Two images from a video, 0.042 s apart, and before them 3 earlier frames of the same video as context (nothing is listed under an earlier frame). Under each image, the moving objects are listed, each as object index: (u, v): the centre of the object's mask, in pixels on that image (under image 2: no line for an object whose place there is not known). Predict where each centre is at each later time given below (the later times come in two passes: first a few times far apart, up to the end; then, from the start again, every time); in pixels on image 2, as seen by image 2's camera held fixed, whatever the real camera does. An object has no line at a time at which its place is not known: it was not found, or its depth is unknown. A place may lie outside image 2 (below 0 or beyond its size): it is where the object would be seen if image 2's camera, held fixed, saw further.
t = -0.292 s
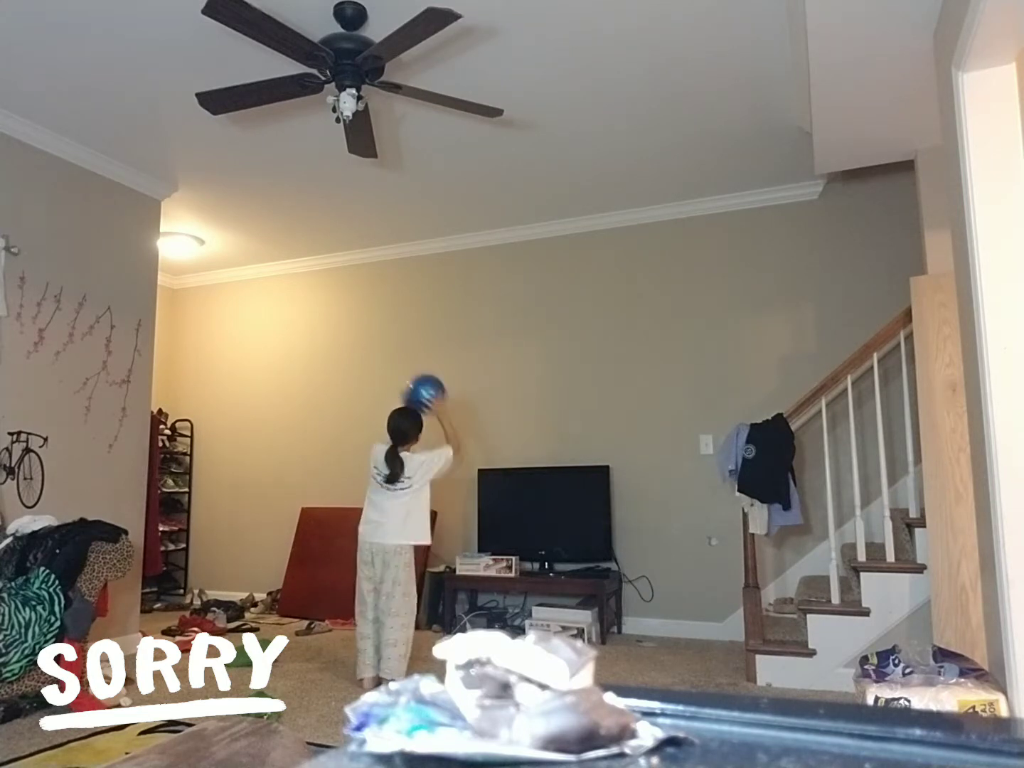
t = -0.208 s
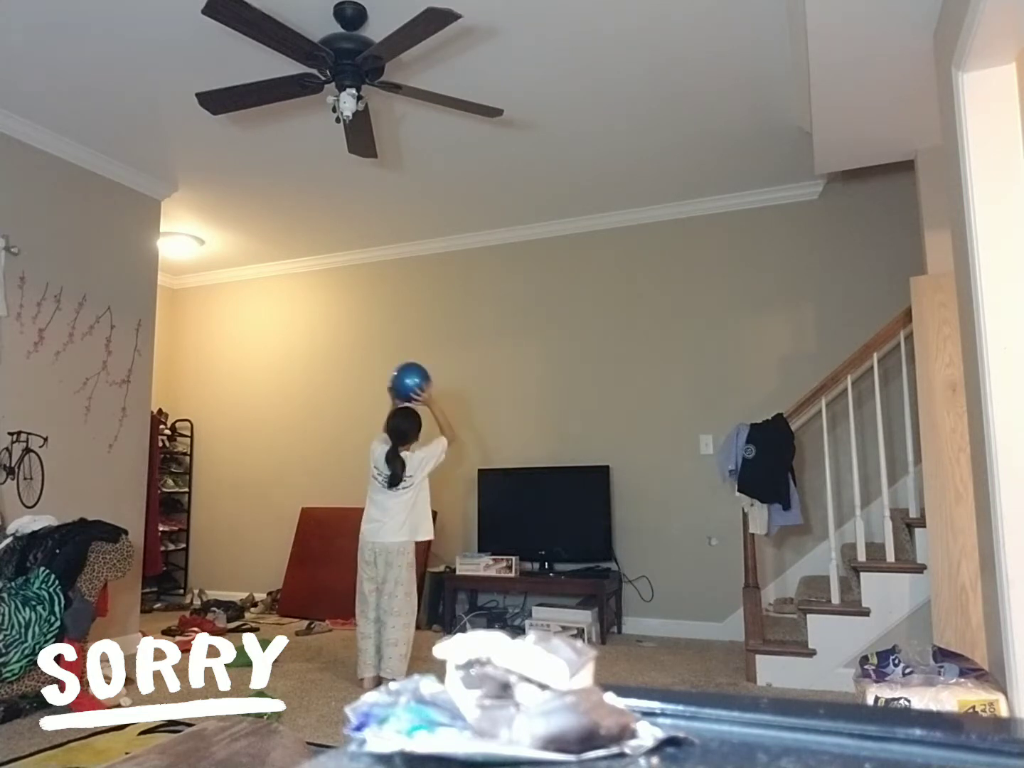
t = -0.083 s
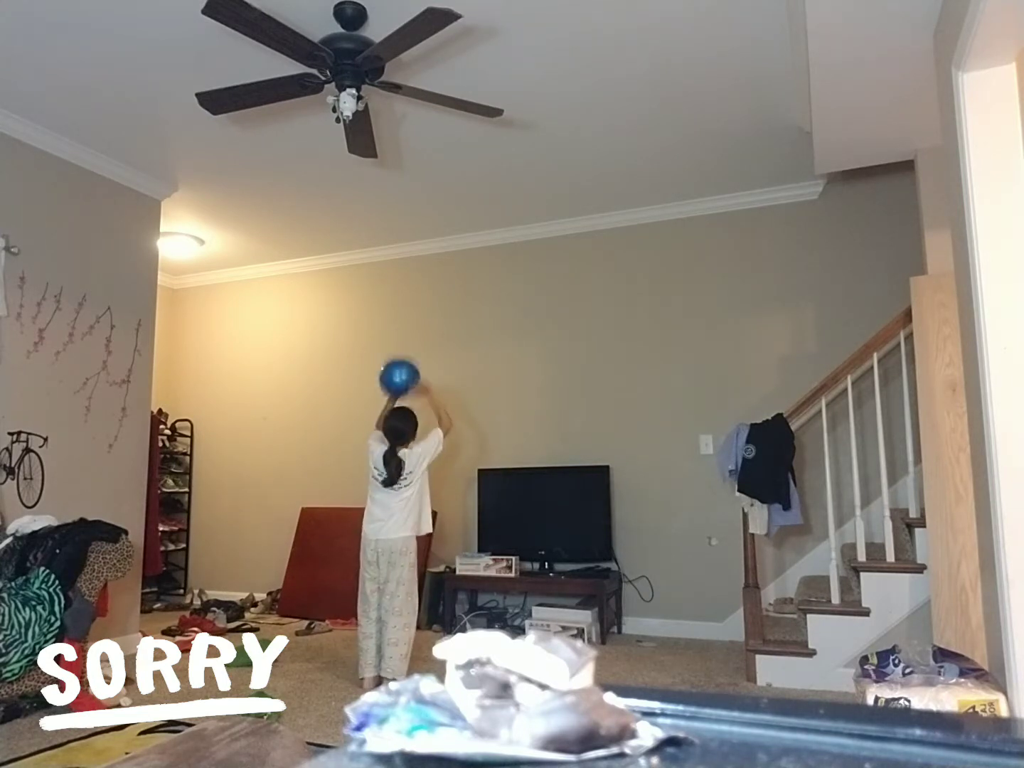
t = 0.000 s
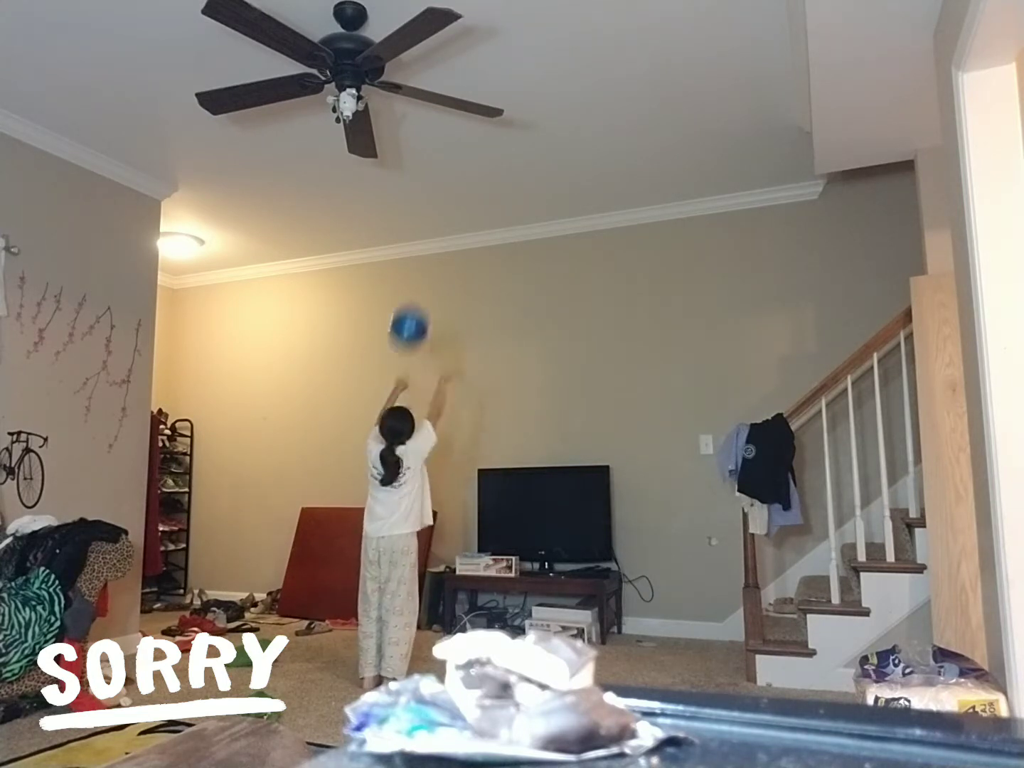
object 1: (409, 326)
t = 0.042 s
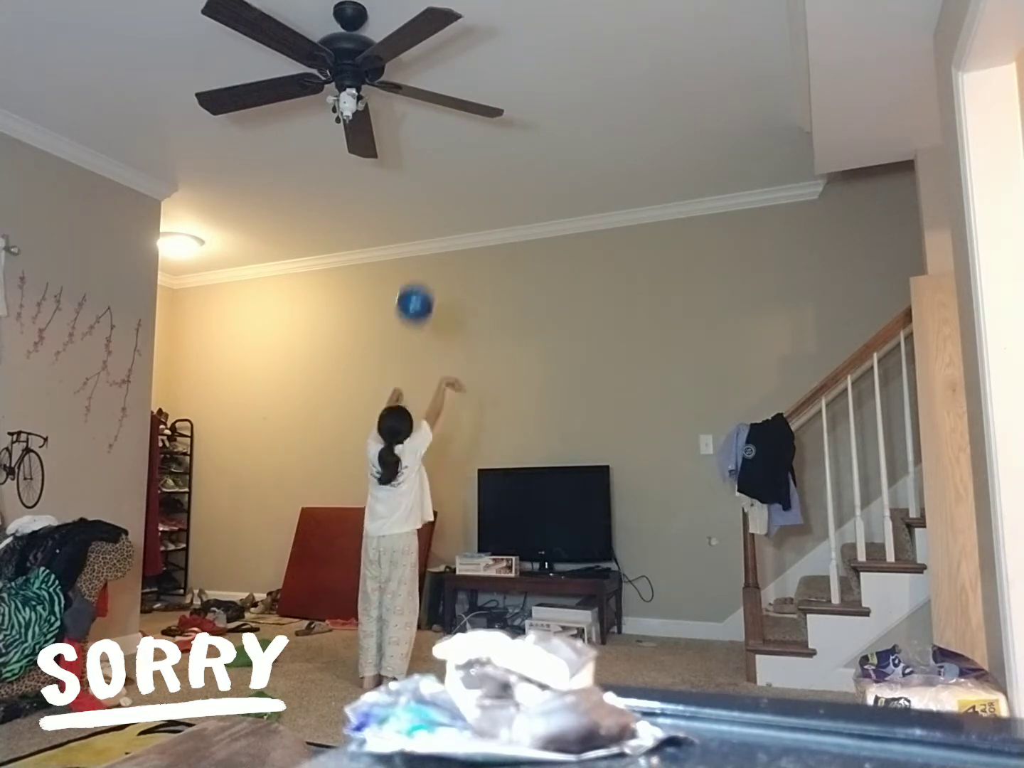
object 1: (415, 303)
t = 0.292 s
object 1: (439, 243)
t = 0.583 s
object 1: (452, 288)
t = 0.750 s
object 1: (458, 352)
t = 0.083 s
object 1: (420, 285)
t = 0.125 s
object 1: (425, 270)
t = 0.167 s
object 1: (428, 259)
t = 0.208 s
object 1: (432, 250)
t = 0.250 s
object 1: (436, 245)
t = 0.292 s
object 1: (439, 243)
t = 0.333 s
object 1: (441, 242)
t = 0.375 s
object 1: (443, 244)
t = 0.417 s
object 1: (445, 248)
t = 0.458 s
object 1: (447, 255)
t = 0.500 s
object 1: (449, 264)
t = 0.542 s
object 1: (451, 274)
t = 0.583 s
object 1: (452, 288)
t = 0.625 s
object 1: (454, 301)
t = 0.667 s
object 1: (456, 317)
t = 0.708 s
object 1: (458, 334)
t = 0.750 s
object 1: (458, 352)
